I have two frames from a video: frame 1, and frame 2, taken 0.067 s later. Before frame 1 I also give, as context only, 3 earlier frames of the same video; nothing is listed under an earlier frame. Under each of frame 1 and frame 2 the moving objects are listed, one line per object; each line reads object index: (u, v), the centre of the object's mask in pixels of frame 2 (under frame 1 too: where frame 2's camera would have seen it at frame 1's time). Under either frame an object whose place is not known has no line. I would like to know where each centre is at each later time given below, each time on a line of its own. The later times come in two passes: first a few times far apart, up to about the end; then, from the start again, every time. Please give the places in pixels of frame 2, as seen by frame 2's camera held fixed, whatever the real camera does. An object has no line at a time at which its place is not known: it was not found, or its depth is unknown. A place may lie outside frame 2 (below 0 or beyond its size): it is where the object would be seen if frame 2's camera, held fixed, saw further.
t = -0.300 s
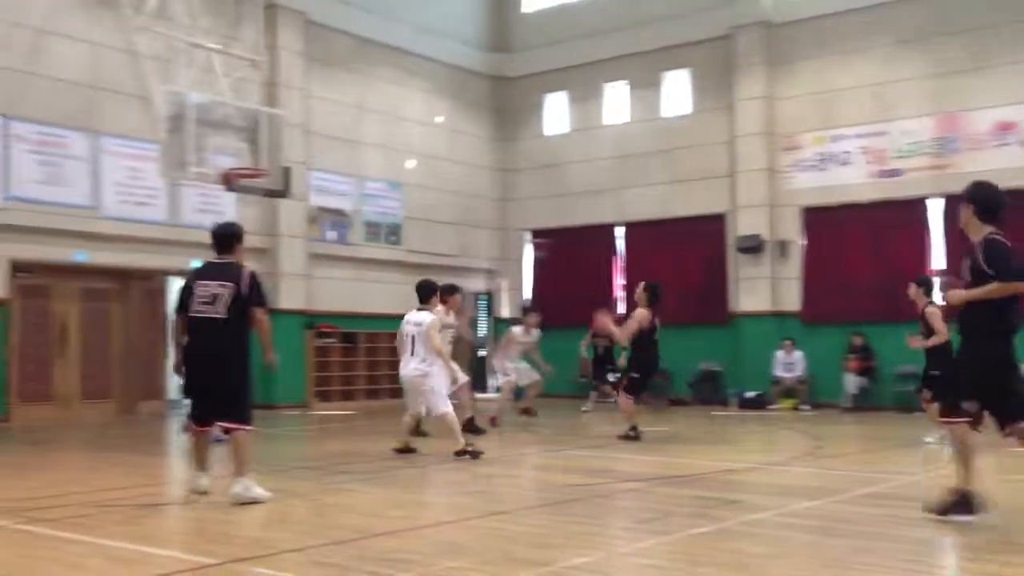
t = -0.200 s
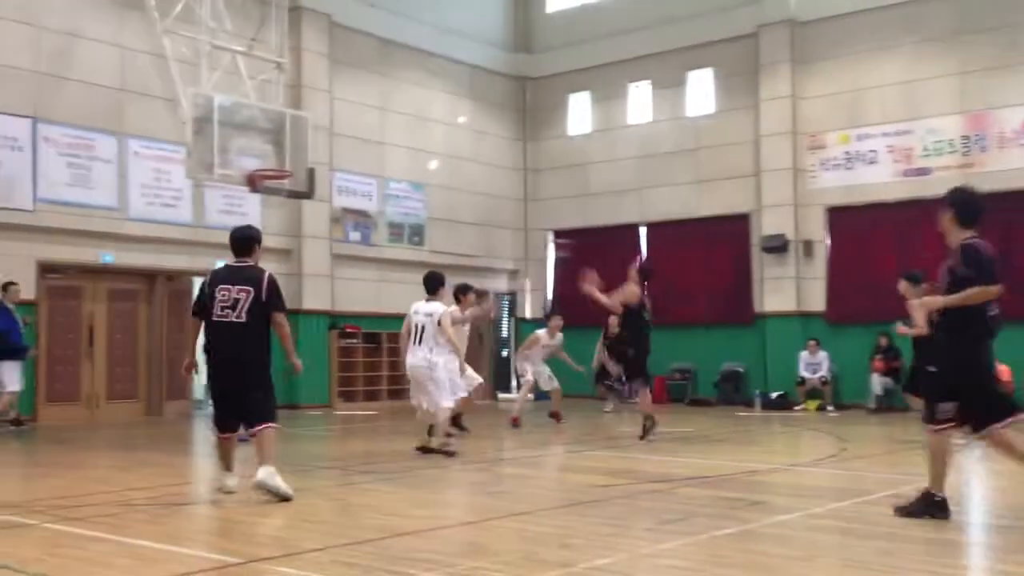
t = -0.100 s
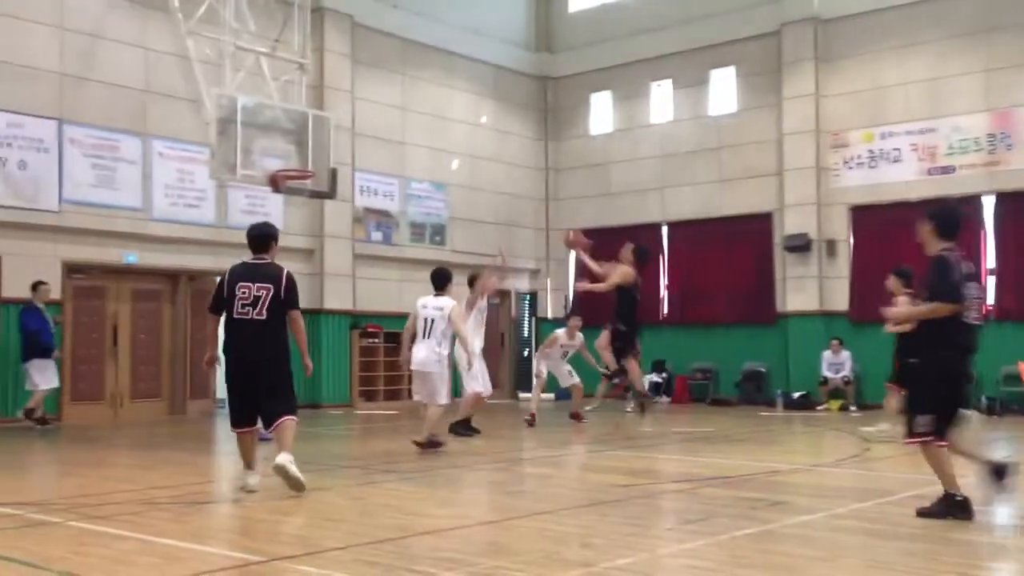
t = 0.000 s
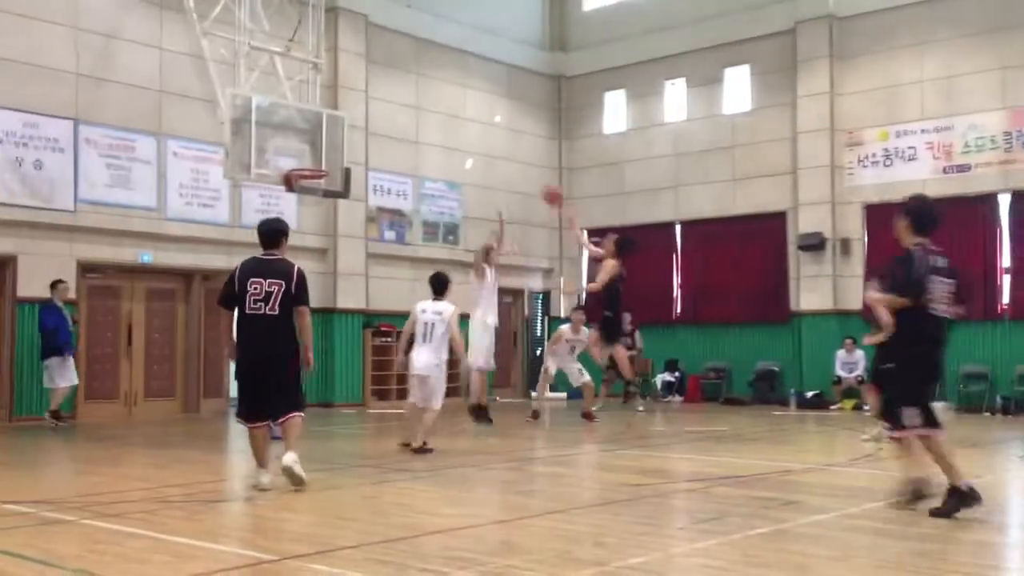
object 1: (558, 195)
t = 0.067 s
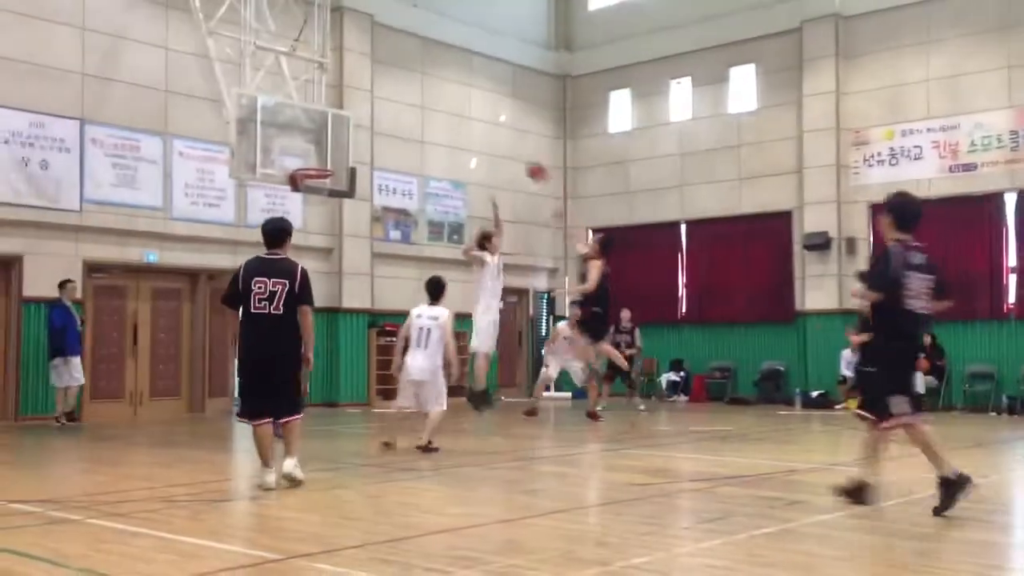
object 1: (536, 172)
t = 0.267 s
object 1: (473, 123)
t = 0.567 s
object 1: (384, 117)
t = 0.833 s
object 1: (313, 165)
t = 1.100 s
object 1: (349, 140)
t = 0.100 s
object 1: (526, 161)
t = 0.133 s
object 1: (515, 152)
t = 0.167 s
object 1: (504, 143)
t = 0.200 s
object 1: (494, 135)
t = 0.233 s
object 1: (483, 129)
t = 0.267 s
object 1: (473, 123)
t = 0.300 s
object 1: (463, 119)
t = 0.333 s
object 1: (453, 115)
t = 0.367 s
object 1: (443, 113)
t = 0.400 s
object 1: (432, 111)
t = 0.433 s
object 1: (423, 111)
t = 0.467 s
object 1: (413, 111)
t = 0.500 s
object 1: (403, 112)
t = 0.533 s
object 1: (394, 114)
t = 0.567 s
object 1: (384, 117)
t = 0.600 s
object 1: (376, 121)
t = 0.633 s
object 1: (366, 125)
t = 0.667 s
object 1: (358, 131)
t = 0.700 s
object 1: (348, 137)
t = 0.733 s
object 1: (340, 144)
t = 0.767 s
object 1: (331, 151)
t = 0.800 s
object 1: (320, 161)
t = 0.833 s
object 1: (313, 165)
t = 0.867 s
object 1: (315, 161)
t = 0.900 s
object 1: (320, 155)
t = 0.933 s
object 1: (326, 151)
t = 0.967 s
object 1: (330, 147)
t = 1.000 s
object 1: (335, 144)
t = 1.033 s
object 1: (340, 143)
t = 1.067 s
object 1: (345, 141)
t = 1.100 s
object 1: (349, 140)
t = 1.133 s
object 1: (354, 141)
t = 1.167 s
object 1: (359, 142)
